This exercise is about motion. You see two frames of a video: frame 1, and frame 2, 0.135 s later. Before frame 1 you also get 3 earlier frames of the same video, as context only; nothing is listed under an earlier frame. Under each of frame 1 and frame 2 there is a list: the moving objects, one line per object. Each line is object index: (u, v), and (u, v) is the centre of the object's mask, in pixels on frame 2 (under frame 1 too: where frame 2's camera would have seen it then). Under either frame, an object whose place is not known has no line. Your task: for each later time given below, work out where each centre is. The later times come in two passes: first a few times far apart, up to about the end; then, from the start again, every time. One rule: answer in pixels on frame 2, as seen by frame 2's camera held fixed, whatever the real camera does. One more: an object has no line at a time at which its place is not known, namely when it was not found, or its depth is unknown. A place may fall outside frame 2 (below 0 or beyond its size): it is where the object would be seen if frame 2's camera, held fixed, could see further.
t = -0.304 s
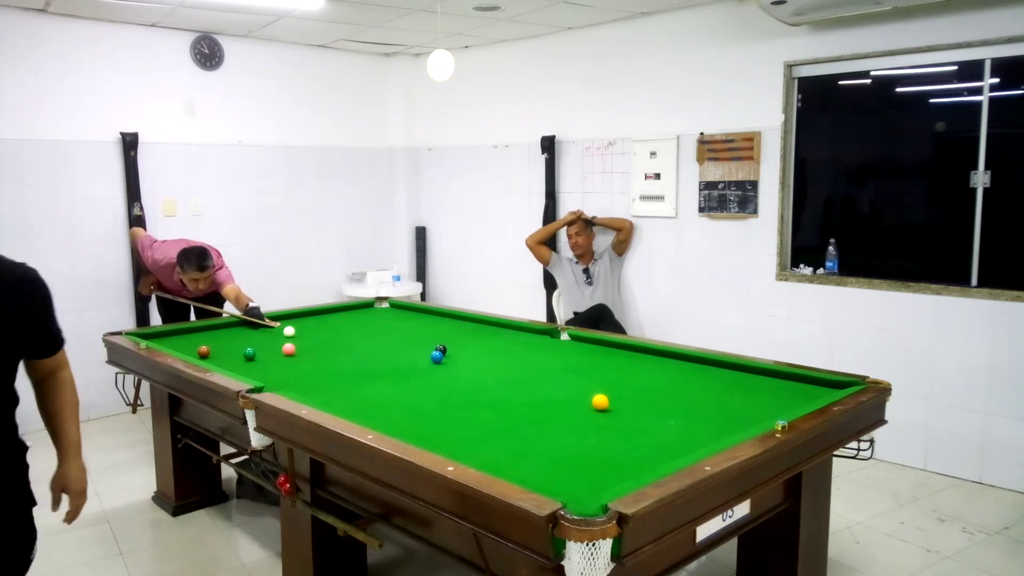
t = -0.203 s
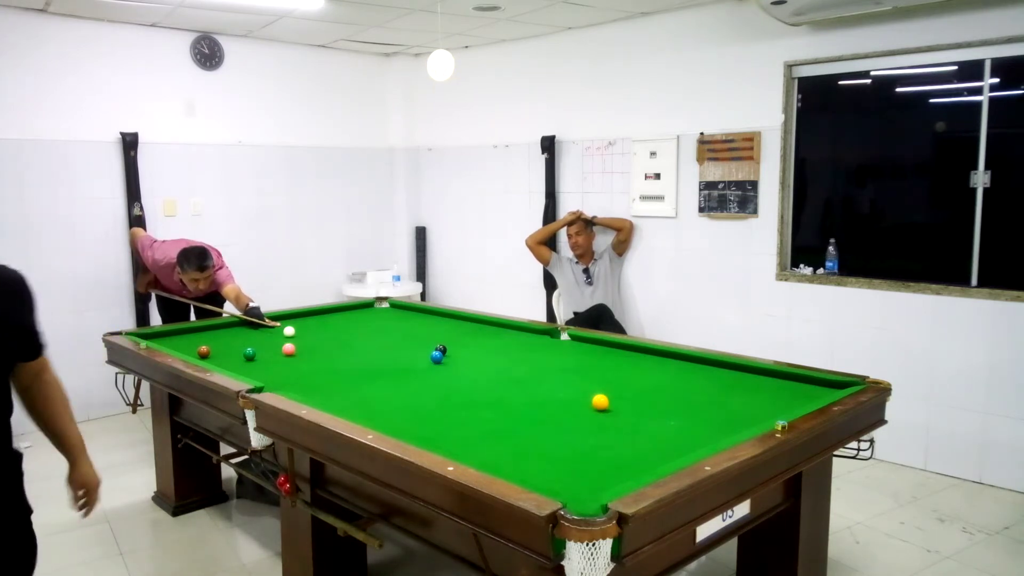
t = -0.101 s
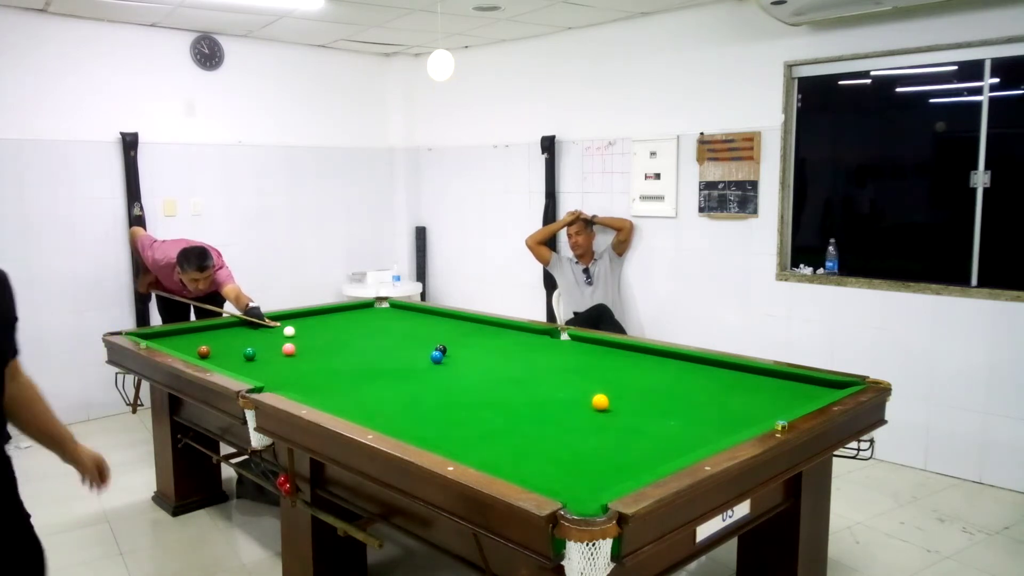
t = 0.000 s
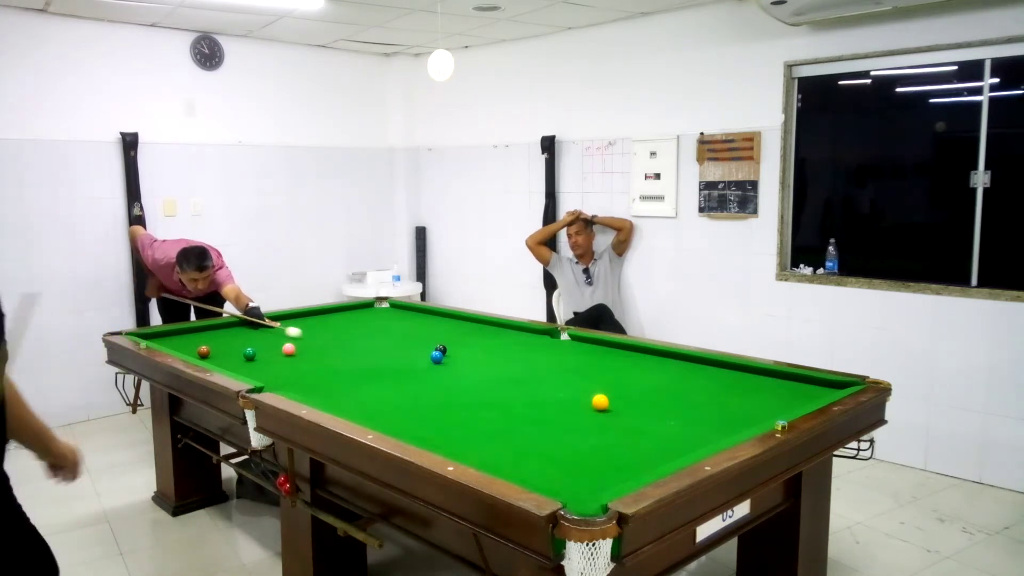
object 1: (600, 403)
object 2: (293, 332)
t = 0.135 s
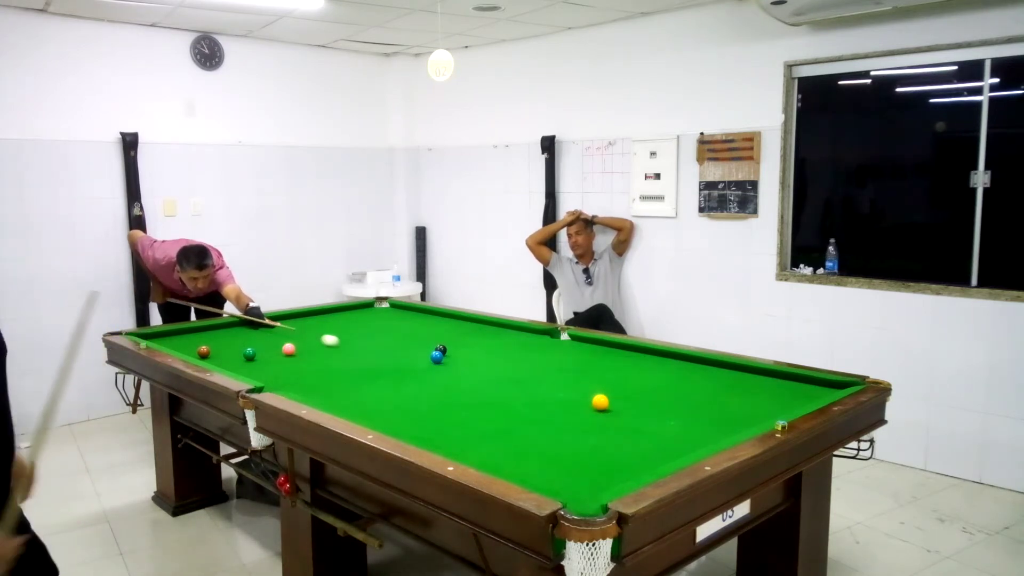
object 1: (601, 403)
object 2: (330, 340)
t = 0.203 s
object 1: (600, 403)
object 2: (349, 345)
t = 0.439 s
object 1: (600, 403)
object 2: (422, 361)
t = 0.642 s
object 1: (600, 403)
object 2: (497, 378)
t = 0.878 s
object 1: (612, 406)
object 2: (590, 398)
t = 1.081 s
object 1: (699, 430)
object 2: (613, 401)
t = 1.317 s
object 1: (680, 426)
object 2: (650, 406)
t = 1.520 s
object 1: (638, 416)
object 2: (682, 410)
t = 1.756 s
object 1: (593, 405)
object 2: (719, 415)
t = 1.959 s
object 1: (560, 398)
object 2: (750, 419)
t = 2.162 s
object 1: (530, 391)
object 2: (754, 418)
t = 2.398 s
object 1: (500, 383)
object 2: (740, 414)
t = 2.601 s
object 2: (728, 409)
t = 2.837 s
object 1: (450, 371)
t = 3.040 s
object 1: (430, 367)
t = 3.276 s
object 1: (410, 362)
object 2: (702, 400)
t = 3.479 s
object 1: (394, 358)
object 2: (697, 398)
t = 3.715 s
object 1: (377, 354)
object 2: (692, 396)
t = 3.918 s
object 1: (363, 351)
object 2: (689, 395)
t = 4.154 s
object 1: (349, 348)
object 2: (687, 394)
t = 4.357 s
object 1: (338, 346)
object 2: (686, 394)
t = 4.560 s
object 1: (327, 343)
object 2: (686, 394)
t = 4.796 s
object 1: (317, 341)
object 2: (687, 394)
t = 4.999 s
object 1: (308, 339)
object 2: (687, 394)
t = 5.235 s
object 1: (300, 337)
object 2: (687, 394)
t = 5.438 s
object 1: (293, 335)
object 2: (687, 394)
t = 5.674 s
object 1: (286, 334)
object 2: (687, 394)
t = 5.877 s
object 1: (281, 332)
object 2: (687, 394)
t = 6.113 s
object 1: (276, 331)
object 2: (687, 394)
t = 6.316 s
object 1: (272, 331)
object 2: (687, 394)
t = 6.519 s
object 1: (269, 330)
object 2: (687, 394)
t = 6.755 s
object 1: (266, 329)
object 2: (687, 394)
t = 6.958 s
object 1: (264, 329)
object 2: (687, 394)
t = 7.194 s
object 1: (262, 328)
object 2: (687, 394)
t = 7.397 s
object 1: (262, 328)
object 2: (687, 394)
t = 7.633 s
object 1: (261, 328)
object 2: (686, 394)
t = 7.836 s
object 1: (261, 328)
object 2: (687, 394)
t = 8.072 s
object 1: (261, 328)
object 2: (687, 394)
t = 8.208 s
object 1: (261, 328)
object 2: (687, 394)
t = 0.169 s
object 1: (600, 403)
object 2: (339, 343)
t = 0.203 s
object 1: (600, 403)
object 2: (349, 345)
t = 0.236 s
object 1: (600, 403)
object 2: (358, 347)
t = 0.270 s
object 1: (600, 403)
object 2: (368, 349)
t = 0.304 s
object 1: (600, 403)
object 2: (378, 351)
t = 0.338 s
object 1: (600, 403)
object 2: (389, 354)
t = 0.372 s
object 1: (600, 403)
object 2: (400, 356)
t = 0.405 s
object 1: (600, 403)
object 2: (411, 358)
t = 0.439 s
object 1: (600, 403)
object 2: (422, 361)
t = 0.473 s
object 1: (600, 403)
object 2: (433, 363)
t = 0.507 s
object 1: (600, 403)
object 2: (446, 366)
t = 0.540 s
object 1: (600, 403)
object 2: (458, 369)
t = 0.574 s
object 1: (600, 403)
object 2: (470, 372)
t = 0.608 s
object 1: (600, 403)
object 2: (483, 375)
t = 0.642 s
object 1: (600, 403)
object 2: (497, 378)
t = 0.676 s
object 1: (600, 403)
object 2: (510, 381)
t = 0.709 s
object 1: (600, 403)
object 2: (524, 384)
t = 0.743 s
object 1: (600, 403)
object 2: (539, 387)
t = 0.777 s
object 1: (600, 403)
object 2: (554, 391)
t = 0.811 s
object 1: (600, 403)
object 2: (569, 394)
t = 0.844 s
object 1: (602, 403)
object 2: (584, 397)
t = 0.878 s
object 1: (612, 406)
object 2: (590, 398)
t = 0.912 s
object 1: (627, 410)
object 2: (592, 399)
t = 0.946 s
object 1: (642, 414)
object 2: (596, 399)
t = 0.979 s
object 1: (657, 418)
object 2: (599, 399)
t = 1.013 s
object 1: (671, 422)
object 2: (603, 399)
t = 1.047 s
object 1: (685, 426)
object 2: (608, 400)
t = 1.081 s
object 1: (699, 430)
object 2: (613, 401)
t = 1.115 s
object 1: (712, 433)
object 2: (619, 402)
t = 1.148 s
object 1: (723, 434)
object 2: (624, 402)
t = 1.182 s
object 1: (718, 434)
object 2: (629, 403)
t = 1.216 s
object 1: (707, 433)
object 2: (634, 404)
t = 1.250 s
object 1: (698, 431)
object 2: (640, 405)
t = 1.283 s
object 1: (689, 428)
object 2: (645, 405)
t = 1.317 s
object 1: (680, 426)
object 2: (650, 406)
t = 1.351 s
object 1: (673, 425)
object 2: (656, 407)
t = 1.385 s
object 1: (666, 423)
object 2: (661, 407)
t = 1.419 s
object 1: (659, 421)
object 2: (666, 407)
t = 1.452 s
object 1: (651, 419)
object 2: (672, 409)
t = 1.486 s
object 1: (644, 418)
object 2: (677, 410)
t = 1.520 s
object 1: (638, 416)
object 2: (682, 410)
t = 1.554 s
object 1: (631, 414)
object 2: (687, 411)
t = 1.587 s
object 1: (624, 413)
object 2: (693, 412)
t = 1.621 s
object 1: (618, 411)
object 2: (698, 413)
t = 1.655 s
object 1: (612, 410)
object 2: (703, 413)
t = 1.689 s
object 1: (605, 408)
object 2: (708, 414)
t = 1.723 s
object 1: (599, 407)
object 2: (713, 415)
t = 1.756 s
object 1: (593, 405)
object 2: (719, 415)
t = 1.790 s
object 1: (588, 404)
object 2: (724, 416)
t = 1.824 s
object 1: (582, 403)
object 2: (729, 417)
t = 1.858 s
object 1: (576, 401)
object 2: (734, 418)
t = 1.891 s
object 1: (571, 400)
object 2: (740, 419)
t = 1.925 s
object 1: (565, 399)
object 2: (745, 419)
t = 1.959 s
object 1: (560, 398)
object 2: (750, 419)
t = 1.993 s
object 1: (555, 396)
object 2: (755, 419)
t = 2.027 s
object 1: (550, 395)
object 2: (759, 419)
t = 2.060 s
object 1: (545, 394)
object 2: (761, 419)
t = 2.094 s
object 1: (539, 393)
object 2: (759, 419)
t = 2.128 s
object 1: (535, 392)
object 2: (757, 418)
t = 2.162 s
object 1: (530, 391)
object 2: (754, 418)
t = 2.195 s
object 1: (526, 389)
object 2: (752, 418)
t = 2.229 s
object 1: (520, 388)
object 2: (750, 417)
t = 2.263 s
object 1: (516, 387)
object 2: (748, 416)
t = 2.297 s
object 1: (512, 386)
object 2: (746, 416)
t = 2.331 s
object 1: (507, 385)
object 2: (744, 415)
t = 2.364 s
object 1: (503, 384)
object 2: (741, 414)
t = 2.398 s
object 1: (500, 383)
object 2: (740, 414)
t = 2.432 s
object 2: (737, 413)
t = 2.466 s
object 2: (735, 412)
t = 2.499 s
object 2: (734, 411)
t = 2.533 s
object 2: (732, 411)
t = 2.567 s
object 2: (730, 410)
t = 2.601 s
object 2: (728, 409)
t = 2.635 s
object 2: (727, 409)
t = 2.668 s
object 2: (725, 409)
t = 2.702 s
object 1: (463, 374)
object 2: (723, 408)
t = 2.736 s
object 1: (461, 374)
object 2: (723, 407)
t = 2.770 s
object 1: (457, 373)
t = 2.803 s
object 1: (454, 372)
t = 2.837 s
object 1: (450, 371)
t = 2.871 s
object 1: (447, 371)
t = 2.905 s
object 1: (443, 370)
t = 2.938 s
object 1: (440, 369)
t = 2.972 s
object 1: (437, 368)
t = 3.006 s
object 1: (434, 368)
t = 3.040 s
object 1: (430, 367)
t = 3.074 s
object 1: (427, 366)
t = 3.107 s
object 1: (424, 365)
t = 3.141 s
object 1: (421, 365)
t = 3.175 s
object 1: (418, 364)
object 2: (705, 401)
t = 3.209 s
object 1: (416, 364)
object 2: (704, 400)
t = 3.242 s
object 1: (413, 363)
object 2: (703, 400)
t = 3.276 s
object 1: (410, 362)
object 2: (702, 400)
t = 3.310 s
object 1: (407, 361)
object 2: (701, 399)
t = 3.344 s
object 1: (404, 361)
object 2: (700, 399)
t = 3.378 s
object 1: (402, 360)
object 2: (699, 399)
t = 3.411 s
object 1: (399, 360)
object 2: (699, 398)
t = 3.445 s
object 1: (396, 359)
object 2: (698, 398)
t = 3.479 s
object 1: (394, 358)
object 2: (697, 398)
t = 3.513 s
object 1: (391, 358)
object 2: (696, 398)
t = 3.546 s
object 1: (389, 357)
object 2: (695, 397)
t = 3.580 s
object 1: (386, 357)
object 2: (695, 397)
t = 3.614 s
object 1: (384, 356)
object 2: (694, 397)
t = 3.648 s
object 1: (381, 355)
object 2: (693, 397)
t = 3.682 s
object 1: (379, 355)
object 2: (693, 396)
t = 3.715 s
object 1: (377, 354)
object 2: (692, 396)
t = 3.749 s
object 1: (374, 354)
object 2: (692, 396)
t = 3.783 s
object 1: (372, 353)
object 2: (691, 396)
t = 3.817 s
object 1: (370, 353)
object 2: (691, 396)
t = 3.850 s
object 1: (368, 352)
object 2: (690, 395)
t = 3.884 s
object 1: (366, 352)
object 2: (690, 395)
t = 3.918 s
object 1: (363, 351)
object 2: (689, 395)
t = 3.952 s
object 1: (361, 351)
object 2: (689, 395)
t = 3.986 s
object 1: (359, 350)
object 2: (689, 395)
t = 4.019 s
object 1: (357, 350)
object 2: (688, 395)
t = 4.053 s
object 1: (355, 349)
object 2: (688, 394)
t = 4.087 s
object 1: (353, 349)
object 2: (688, 394)
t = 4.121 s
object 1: (351, 349)
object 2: (687, 394)
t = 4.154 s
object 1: (349, 348)
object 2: (687, 394)
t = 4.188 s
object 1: (347, 348)
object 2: (687, 394)
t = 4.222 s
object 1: (345, 347)
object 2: (687, 394)
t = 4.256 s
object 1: (343, 347)
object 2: (686, 394)
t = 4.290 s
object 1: (341, 347)
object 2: (686, 394)
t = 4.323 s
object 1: (339, 346)
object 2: (686, 394)
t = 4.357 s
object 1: (338, 346)
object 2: (686, 394)
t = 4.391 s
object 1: (336, 345)
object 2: (686, 394)
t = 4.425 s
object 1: (334, 345)
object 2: (686, 394)
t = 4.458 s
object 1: (333, 344)
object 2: (686, 394)
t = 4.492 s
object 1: (331, 344)
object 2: (686, 394)
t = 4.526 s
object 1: (329, 344)
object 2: (686, 394)
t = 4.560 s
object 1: (327, 343)
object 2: (686, 394)
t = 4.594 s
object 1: (326, 343)
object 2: (686, 394)
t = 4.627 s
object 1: (324, 343)
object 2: (686, 394)
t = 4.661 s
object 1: (323, 342)
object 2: (687, 394)
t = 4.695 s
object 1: (321, 342)
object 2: (686, 394)
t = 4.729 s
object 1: (320, 342)
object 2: (687, 394)
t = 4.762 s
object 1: (318, 341)
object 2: (686, 394)
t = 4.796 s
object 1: (317, 341)
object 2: (687, 394)
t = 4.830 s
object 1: (315, 341)
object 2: (686, 394)
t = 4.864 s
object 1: (314, 340)
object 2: (687, 394)
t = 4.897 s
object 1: (312, 340)
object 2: (686, 394)
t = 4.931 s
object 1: (311, 340)
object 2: (687, 394)
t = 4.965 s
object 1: (310, 339)
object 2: (686, 394)
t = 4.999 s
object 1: (308, 339)
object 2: (687, 394)
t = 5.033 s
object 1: (307, 339)
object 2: (687, 394)
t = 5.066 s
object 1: (306, 338)
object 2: (687, 394)
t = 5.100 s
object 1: (305, 338)
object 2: (687, 394)
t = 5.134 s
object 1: (303, 338)
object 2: (687, 394)
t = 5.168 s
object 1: (302, 338)
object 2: (687, 394)
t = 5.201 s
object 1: (301, 337)
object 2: (687, 394)
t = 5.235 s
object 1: (300, 337)
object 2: (687, 394)
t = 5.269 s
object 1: (298, 337)
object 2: (687, 394)
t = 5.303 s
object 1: (298, 337)
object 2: (687, 394)
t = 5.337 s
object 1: (296, 336)
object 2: (687, 394)
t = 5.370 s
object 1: (295, 336)
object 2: (687, 394)
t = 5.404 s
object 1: (294, 336)
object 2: (687, 394)
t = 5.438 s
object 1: (293, 335)
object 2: (687, 394)
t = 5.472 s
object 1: (292, 335)
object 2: (687, 394)
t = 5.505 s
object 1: (291, 335)
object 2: (687, 394)
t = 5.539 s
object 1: (290, 335)
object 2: (687, 394)
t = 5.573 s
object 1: (289, 335)
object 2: (687, 394)
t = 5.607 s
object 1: (288, 334)
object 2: (687, 394)
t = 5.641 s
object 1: (287, 334)
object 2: (687, 394)
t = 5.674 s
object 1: (286, 334)
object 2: (687, 394)
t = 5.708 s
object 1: (285, 334)
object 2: (687, 394)
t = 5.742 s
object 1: (285, 334)
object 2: (687, 394)
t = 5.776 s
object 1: (284, 333)
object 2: (687, 394)
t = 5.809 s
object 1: (283, 333)
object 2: (687, 394)
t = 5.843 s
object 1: (282, 333)
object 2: (687, 394)
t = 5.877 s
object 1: (281, 332)
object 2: (687, 394)
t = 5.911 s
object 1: (280, 333)
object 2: (687, 394)
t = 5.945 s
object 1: (280, 332)
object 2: (687, 394)
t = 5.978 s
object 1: (279, 332)
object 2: (687, 394)
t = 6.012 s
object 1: (278, 332)
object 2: (687, 394)
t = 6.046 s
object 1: (277, 332)
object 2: (687, 394)
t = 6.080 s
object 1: (277, 331)
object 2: (687, 394)
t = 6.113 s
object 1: (276, 331)
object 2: (687, 394)
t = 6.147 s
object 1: (275, 331)
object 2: (687, 394)
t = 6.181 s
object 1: (275, 331)
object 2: (687, 394)
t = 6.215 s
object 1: (274, 331)
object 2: (687, 394)
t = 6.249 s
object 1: (274, 331)
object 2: (687, 394)
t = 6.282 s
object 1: (273, 331)
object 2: (687, 394)
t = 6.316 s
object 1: (272, 331)
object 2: (687, 394)
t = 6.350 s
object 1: (272, 330)
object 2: (687, 394)
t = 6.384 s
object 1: (271, 330)
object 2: (687, 394)
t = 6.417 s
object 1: (271, 330)
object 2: (687, 394)
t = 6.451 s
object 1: (270, 330)
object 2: (687, 394)
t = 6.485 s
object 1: (270, 330)
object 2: (687, 394)
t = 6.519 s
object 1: (269, 330)
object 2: (687, 394)
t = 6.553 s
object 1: (269, 330)
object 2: (687, 394)
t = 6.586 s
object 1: (268, 329)
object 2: (687, 394)
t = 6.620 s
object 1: (268, 329)
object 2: (687, 394)
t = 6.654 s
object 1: (267, 329)
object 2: (687, 394)
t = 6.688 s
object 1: (267, 329)
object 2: (687, 394)
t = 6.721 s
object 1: (266, 329)
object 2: (687, 394)
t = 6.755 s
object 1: (266, 329)
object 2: (687, 394)
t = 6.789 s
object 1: (266, 329)
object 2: (686, 394)
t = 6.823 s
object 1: (265, 329)
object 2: (687, 394)
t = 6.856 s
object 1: (265, 329)
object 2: (687, 394)
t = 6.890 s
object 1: (265, 329)
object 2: (687, 394)
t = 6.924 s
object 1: (264, 329)
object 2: (686, 394)
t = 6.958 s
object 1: (264, 329)
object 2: (687, 394)
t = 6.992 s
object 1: (264, 329)
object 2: (687, 394)
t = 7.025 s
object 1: (263, 329)
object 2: (687, 394)
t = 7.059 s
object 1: (263, 329)
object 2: (686, 394)
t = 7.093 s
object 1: (263, 328)
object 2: (686, 394)
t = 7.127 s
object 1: (263, 328)
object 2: (687, 394)
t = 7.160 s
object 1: (263, 328)
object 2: (687, 394)
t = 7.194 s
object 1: (262, 328)
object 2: (687, 394)
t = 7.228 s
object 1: (262, 328)
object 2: (687, 394)
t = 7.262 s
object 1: (262, 328)
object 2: (687, 394)
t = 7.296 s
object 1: (262, 328)
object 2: (687, 394)
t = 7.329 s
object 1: (262, 328)
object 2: (687, 394)
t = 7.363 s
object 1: (262, 328)
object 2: (687, 394)
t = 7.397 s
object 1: (262, 328)
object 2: (687, 394)
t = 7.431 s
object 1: (262, 328)
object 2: (687, 394)
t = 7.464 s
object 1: (262, 328)
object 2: (687, 394)
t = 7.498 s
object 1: (261, 328)
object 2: (687, 394)
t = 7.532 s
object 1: (261, 328)
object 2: (687, 394)
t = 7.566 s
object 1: (261, 328)
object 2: (687, 394)
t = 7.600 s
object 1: (261, 328)
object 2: (687, 394)
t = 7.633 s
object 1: (261, 328)
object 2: (686, 394)
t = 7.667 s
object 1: (261, 328)
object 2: (686, 394)
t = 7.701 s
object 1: (261, 328)
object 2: (687, 394)
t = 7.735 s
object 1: (261, 328)
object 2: (687, 394)
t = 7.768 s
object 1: (261, 328)
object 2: (687, 394)
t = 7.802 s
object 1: (261, 328)
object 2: (687, 394)
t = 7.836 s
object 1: (261, 328)
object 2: (687, 394)
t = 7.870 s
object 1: (261, 328)
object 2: (687, 394)
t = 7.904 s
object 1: (261, 328)
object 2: (687, 394)
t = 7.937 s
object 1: (261, 328)
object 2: (687, 394)
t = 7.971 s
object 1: (261, 328)
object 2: (686, 394)
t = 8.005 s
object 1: (261, 328)
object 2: (687, 394)
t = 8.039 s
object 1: (261, 328)
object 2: (687, 394)
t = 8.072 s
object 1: (261, 328)
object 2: (687, 394)
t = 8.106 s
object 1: (261, 328)
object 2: (686, 394)
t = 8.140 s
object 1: (261, 328)
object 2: (687, 394)
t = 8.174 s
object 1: (261, 328)
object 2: (687, 394)
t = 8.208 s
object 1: (261, 328)
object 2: (687, 394)
